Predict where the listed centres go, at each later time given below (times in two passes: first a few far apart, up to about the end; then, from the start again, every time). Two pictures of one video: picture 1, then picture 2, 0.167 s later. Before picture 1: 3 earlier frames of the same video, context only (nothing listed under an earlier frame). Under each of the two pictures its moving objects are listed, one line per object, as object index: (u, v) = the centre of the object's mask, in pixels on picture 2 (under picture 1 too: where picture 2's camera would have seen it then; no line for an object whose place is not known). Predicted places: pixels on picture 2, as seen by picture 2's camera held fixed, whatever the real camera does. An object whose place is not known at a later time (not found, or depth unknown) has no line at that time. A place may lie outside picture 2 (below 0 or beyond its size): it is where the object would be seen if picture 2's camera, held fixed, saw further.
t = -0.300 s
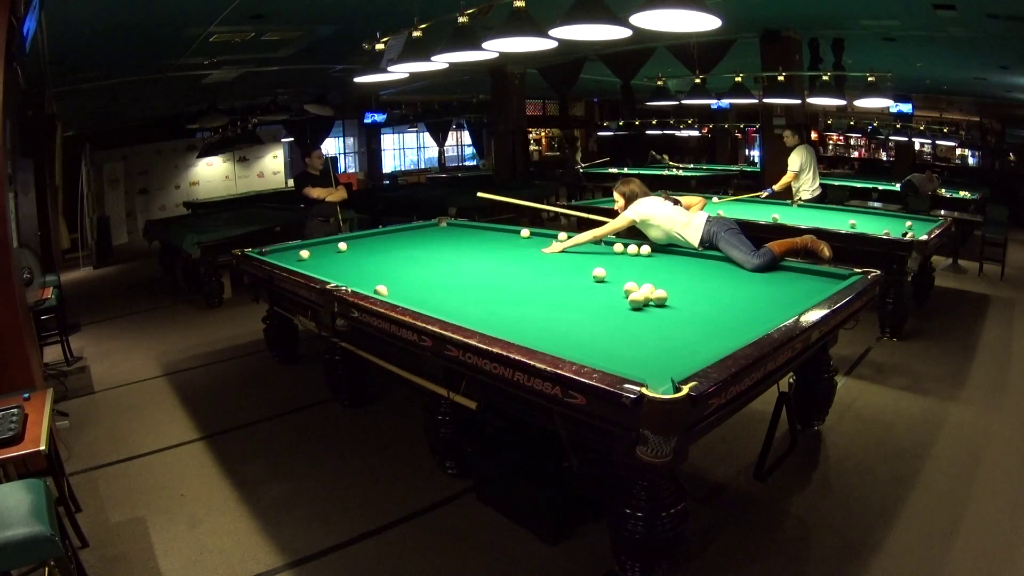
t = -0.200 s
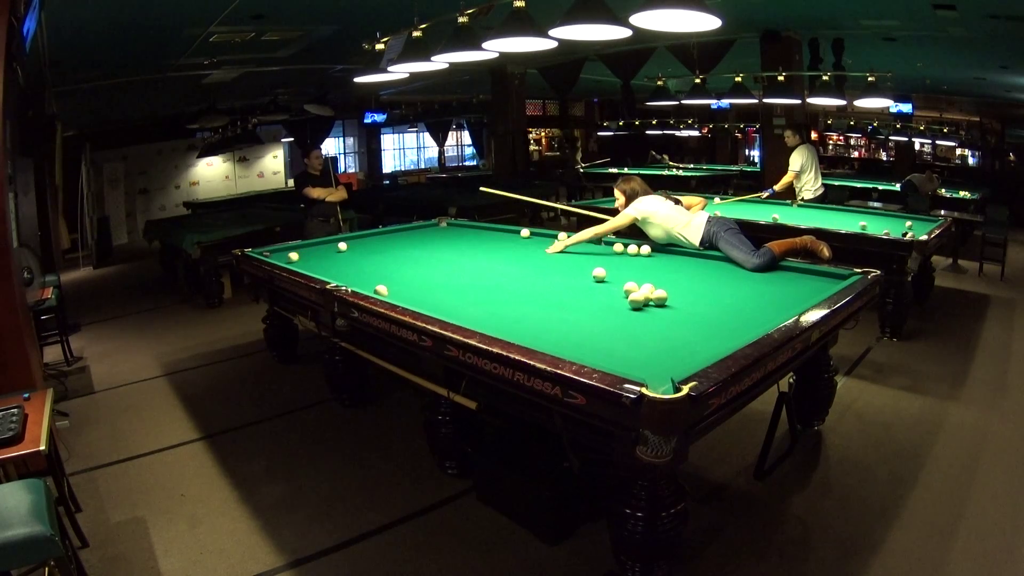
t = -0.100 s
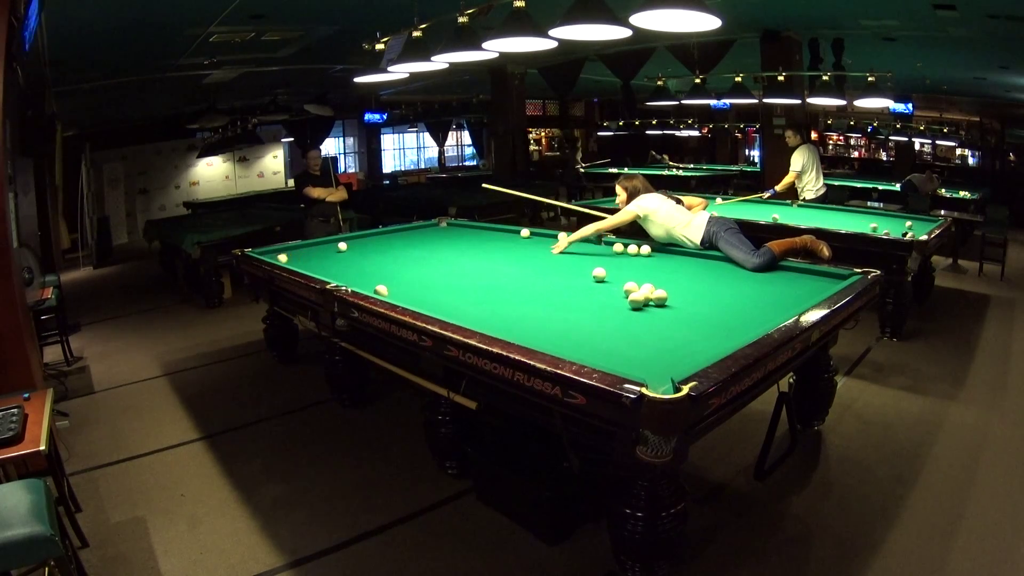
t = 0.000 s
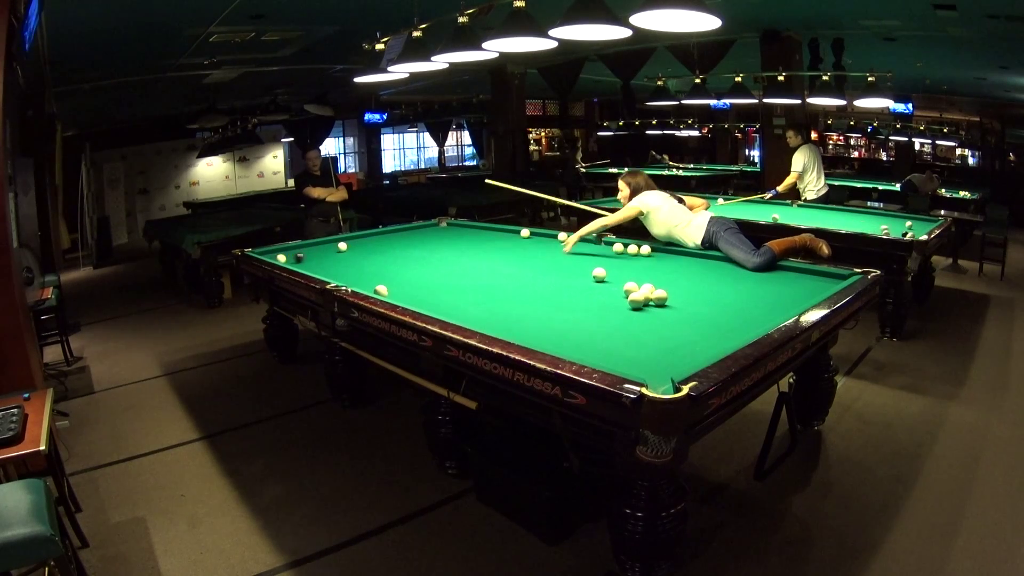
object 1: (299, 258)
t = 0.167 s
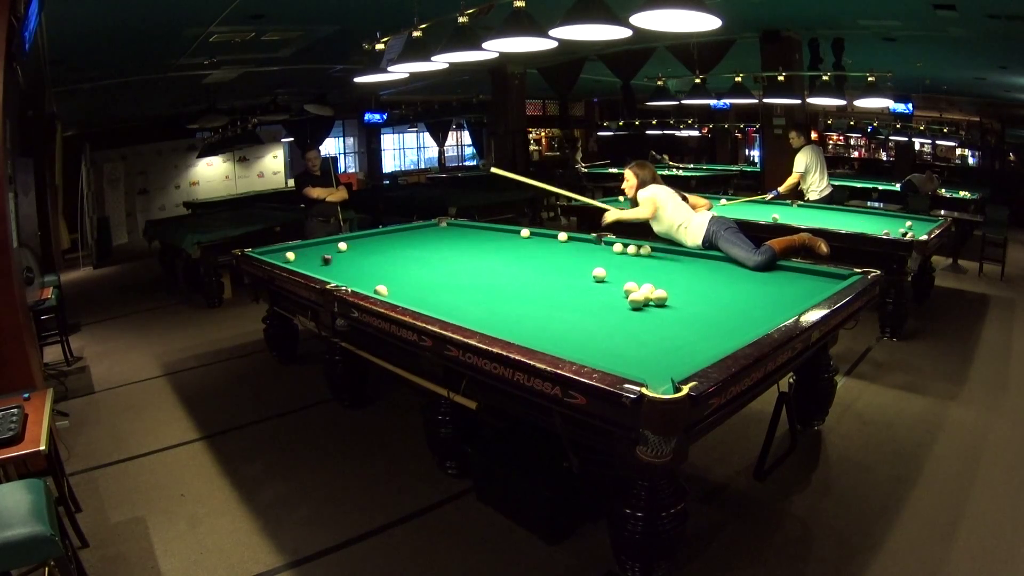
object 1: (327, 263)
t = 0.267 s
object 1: (345, 265)
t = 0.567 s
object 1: (406, 270)
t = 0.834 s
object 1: (470, 276)
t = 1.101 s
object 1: (543, 280)
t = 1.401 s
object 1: (637, 281)
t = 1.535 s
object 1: (680, 297)
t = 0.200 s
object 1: (332, 263)
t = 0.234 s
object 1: (338, 262)
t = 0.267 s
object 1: (345, 265)
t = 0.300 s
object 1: (351, 265)
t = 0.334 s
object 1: (357, 266)
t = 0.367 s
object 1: (363, 266)
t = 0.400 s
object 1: (370, 266)
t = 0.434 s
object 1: (377, 267)
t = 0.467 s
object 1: (384, 269)
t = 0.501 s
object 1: (391, 269)
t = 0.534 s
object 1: (398, 270)
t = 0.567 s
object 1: (406, 270)
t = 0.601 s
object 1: (413, 271)
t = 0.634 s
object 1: (421, 271)
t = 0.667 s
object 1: (429, 272)
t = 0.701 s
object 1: (437, 272)
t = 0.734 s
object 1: (445, 272)
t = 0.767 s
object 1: (453, 273)
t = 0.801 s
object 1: (461, 274)
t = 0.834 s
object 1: (470, 276)
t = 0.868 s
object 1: (479, 277)
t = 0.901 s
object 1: (488, 278)
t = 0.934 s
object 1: (497, 279)
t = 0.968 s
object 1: (506, 279)
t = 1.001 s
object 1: (515, 279)
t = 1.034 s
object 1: (524, 280)
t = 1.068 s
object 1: (534, 280)
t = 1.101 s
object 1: (543, 280)
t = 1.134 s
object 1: (553, 281)
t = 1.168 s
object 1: (562, 282)
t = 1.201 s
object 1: (572, 283)
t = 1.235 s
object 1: (582, 285)
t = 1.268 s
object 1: (593, 286)
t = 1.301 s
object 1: (604, 285)
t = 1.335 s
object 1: (614, 286)
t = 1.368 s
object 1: (621, 284)
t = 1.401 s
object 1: (637, 281)
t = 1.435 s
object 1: (645, 282)
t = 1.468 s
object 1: (660, 286)
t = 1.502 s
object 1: (670, 289)
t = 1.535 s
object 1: (680, 297)
